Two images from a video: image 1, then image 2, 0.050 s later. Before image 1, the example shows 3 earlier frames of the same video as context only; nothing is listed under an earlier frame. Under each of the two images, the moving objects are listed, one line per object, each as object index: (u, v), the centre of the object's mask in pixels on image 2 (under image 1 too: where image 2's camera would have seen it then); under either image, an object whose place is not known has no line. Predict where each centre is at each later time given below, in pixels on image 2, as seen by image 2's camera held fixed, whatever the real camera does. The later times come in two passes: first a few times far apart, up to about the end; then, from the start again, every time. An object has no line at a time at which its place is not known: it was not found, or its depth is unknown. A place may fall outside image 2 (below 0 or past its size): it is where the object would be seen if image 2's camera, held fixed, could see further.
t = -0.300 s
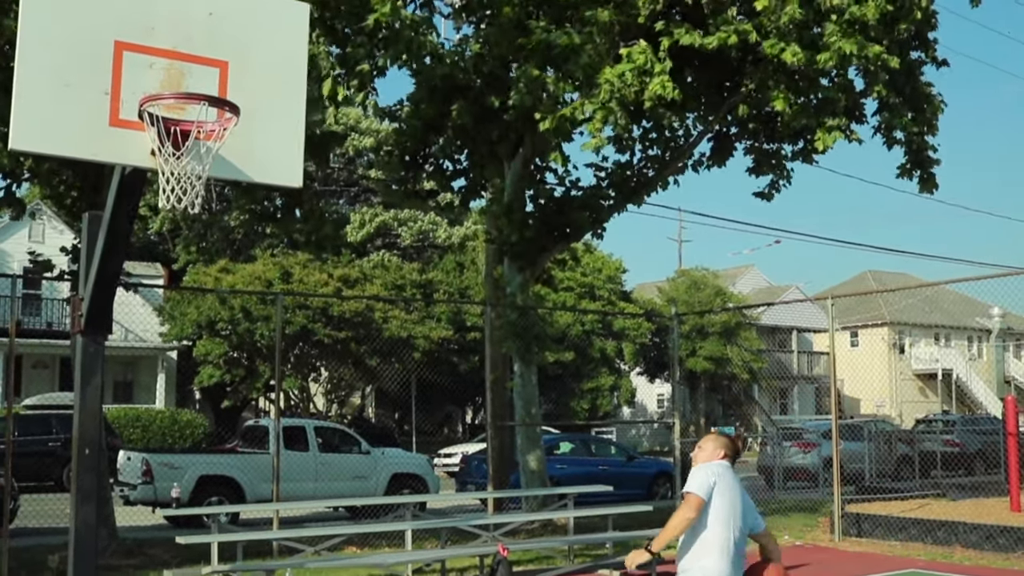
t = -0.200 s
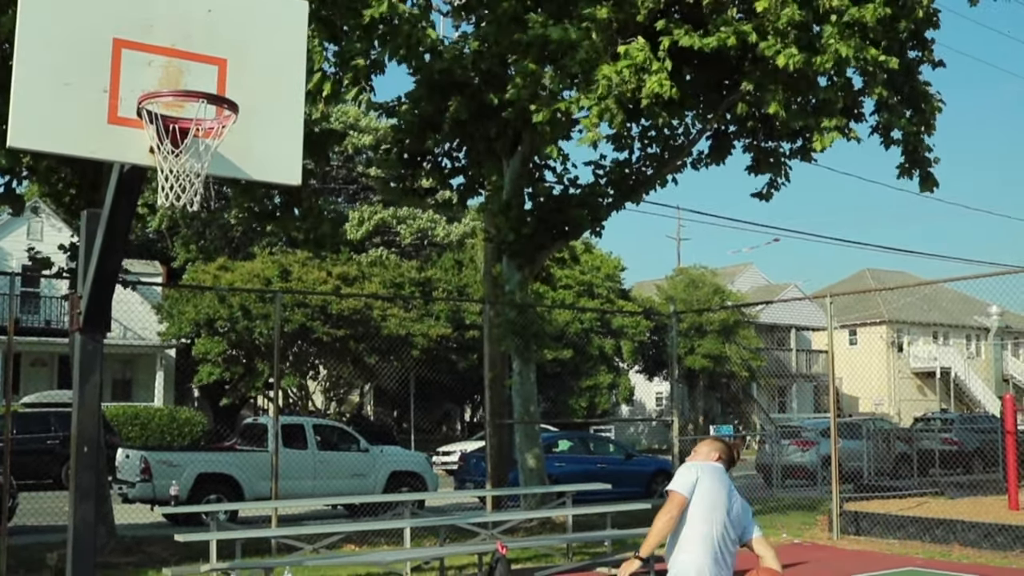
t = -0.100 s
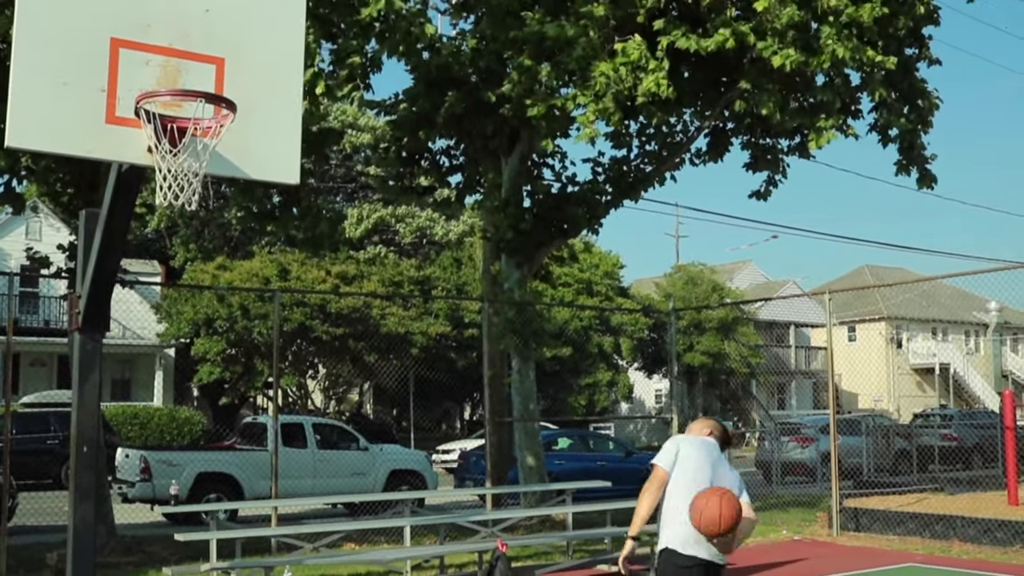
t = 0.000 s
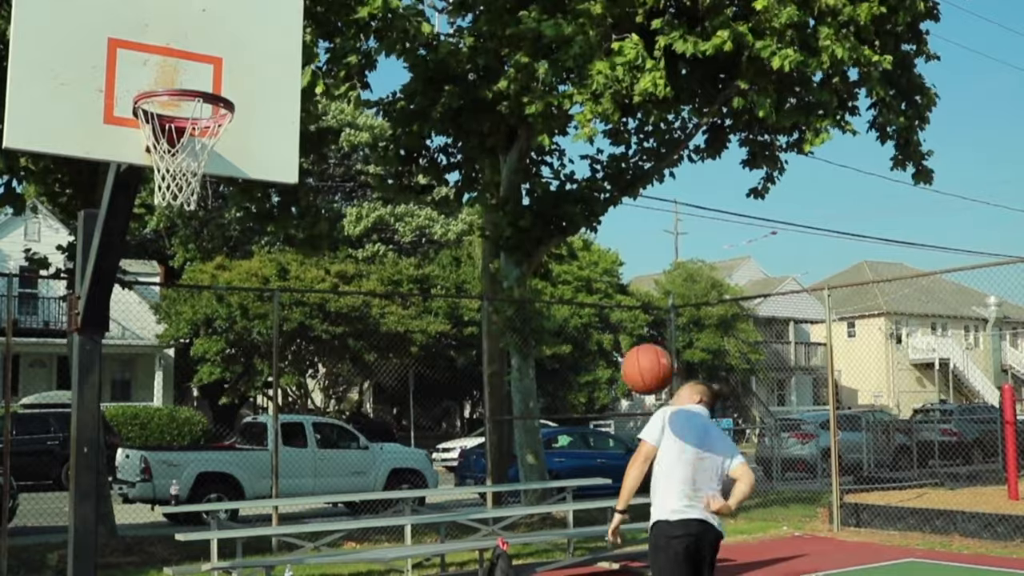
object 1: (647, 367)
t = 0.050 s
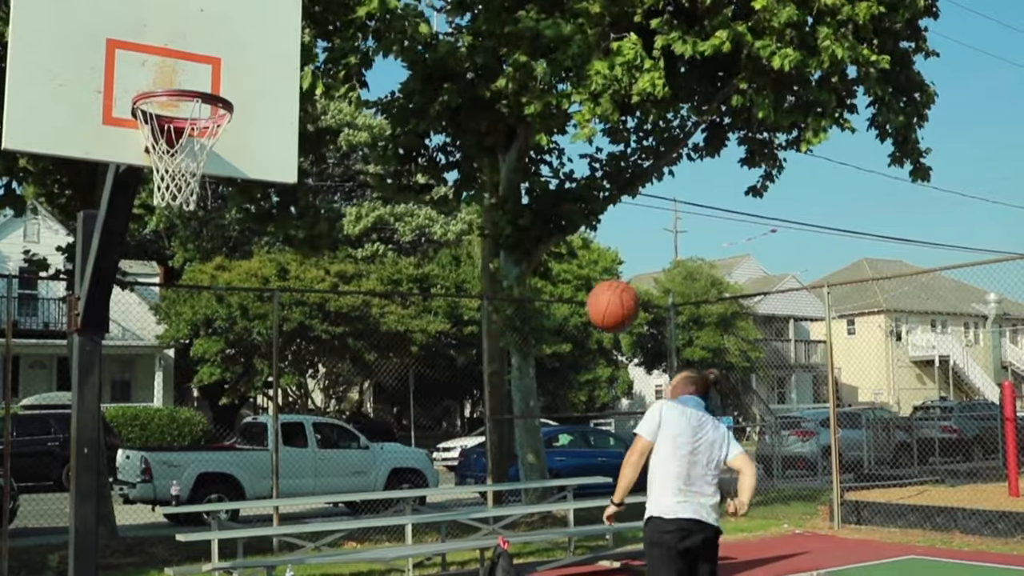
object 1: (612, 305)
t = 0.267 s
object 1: (464, 94)
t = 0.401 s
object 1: (374, 21)
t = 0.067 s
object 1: (601, 286)
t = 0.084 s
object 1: (589, 266)
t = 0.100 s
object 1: (578, 248)
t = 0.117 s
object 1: (567, 230)
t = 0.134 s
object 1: (555, 212)
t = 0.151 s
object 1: (544, 196)
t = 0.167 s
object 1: (533, 180)
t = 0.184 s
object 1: (521, 163)
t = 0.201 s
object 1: (510, 149)
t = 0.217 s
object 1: (499, 134)
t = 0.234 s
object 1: (488, 121)
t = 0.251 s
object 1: (476, 107)
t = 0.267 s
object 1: (464, 94)
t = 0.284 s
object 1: (453, 83)
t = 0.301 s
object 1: (441, 70)
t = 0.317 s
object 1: (430, 60)
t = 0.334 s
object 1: (419, 50)
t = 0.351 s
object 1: (409, 41)
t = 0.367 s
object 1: (397, 31)
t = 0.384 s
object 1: (385, 25)
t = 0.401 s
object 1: (374, 21)
